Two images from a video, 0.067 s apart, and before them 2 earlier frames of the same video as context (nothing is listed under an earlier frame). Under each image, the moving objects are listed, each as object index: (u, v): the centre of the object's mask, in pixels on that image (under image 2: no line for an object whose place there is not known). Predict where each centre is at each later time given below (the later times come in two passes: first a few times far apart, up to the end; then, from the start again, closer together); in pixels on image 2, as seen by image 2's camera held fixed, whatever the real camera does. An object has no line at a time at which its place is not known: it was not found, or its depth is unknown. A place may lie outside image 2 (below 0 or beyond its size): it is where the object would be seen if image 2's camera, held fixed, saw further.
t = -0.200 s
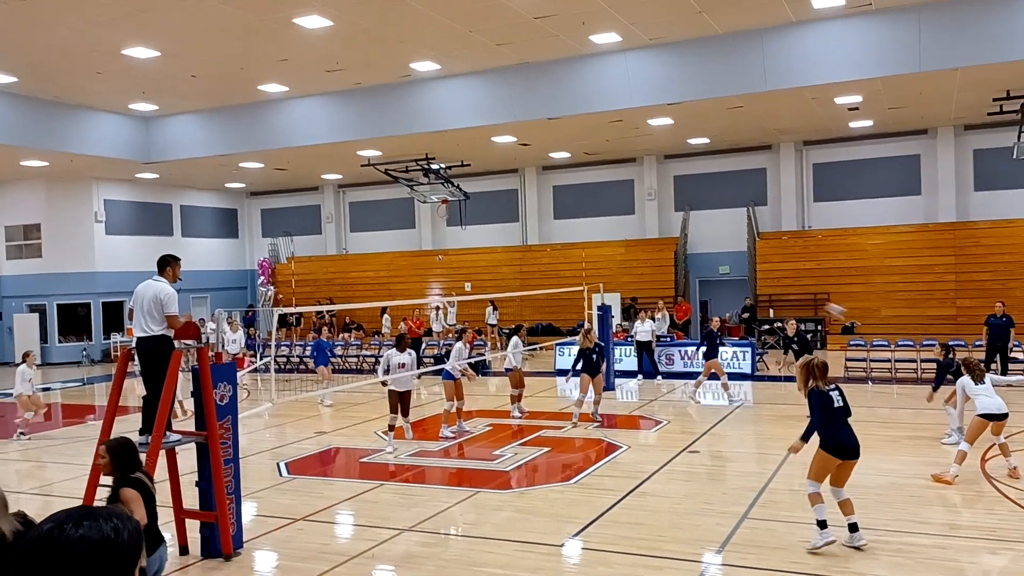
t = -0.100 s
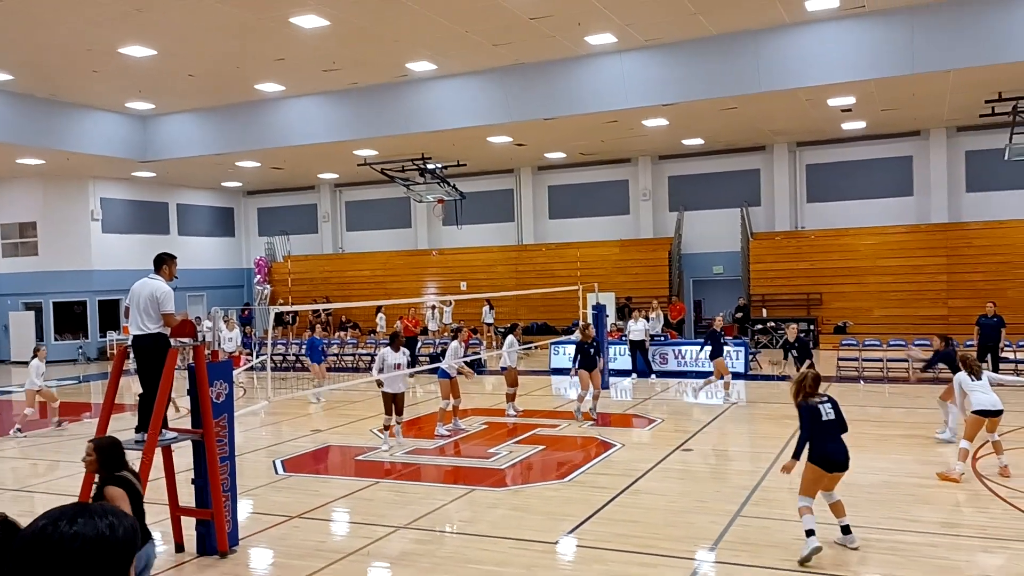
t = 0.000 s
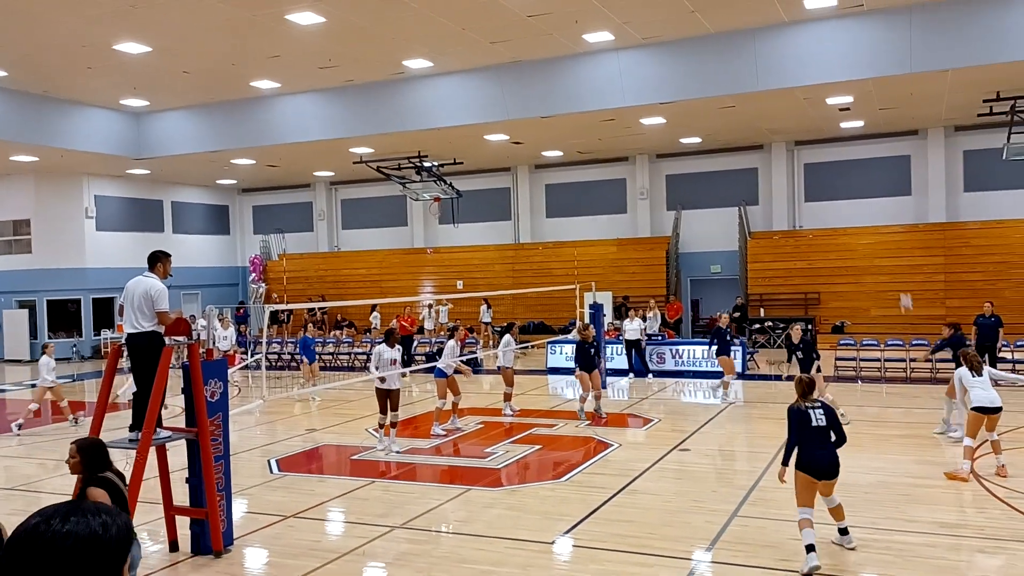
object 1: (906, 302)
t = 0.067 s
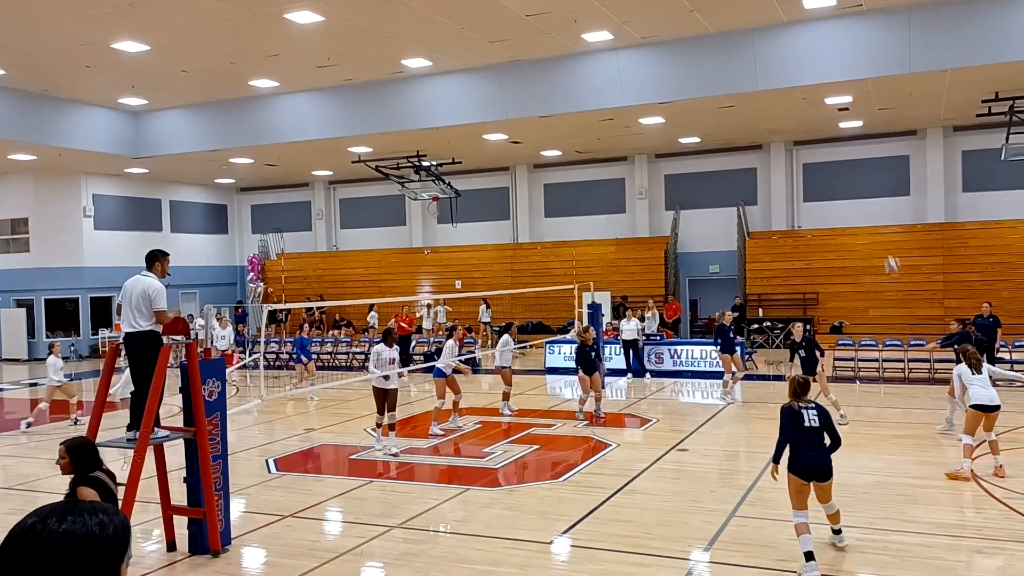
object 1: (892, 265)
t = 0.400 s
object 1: (835, 130)
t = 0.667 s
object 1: (796, 78)
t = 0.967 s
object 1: (756, 77)
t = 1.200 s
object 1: (727, 114)
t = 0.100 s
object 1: (886, 248)
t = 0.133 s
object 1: (881, 231)
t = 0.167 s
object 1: (875, 215)
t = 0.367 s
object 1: (841, 138)
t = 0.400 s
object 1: (835, 130)
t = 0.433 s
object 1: (830, 120)
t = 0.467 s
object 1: (825, 112)
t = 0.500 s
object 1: (820, 105)
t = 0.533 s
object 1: (815, 98)
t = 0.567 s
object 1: (809, 92)
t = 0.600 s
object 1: (805, 87)
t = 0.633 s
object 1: (801, 83)
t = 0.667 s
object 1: (796, 78)
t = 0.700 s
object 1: (791, 76)
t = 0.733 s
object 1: (786, 73)
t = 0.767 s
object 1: (782, 72)
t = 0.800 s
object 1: (777, 71)
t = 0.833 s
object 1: (773, 71)
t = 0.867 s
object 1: (768, 72)
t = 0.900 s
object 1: (764, 73)
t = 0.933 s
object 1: (759, 74)
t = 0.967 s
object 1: (756, 77)
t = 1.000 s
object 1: (751, 81)
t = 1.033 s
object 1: (747, 84)
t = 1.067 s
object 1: (743, 89)
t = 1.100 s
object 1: (739, 95)
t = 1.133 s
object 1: (735, 100)
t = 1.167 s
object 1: (730, 107)
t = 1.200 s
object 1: (727, 114)
